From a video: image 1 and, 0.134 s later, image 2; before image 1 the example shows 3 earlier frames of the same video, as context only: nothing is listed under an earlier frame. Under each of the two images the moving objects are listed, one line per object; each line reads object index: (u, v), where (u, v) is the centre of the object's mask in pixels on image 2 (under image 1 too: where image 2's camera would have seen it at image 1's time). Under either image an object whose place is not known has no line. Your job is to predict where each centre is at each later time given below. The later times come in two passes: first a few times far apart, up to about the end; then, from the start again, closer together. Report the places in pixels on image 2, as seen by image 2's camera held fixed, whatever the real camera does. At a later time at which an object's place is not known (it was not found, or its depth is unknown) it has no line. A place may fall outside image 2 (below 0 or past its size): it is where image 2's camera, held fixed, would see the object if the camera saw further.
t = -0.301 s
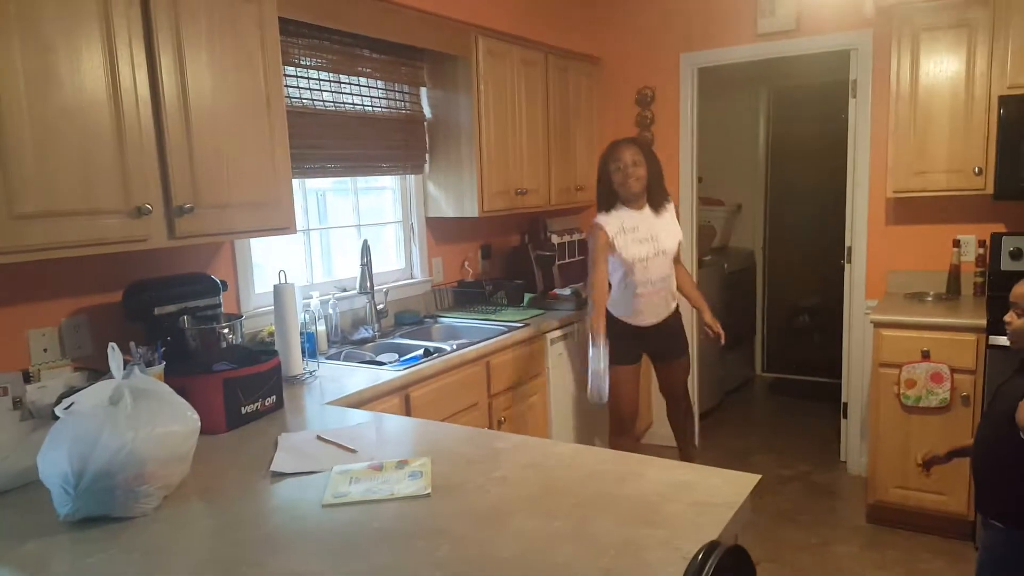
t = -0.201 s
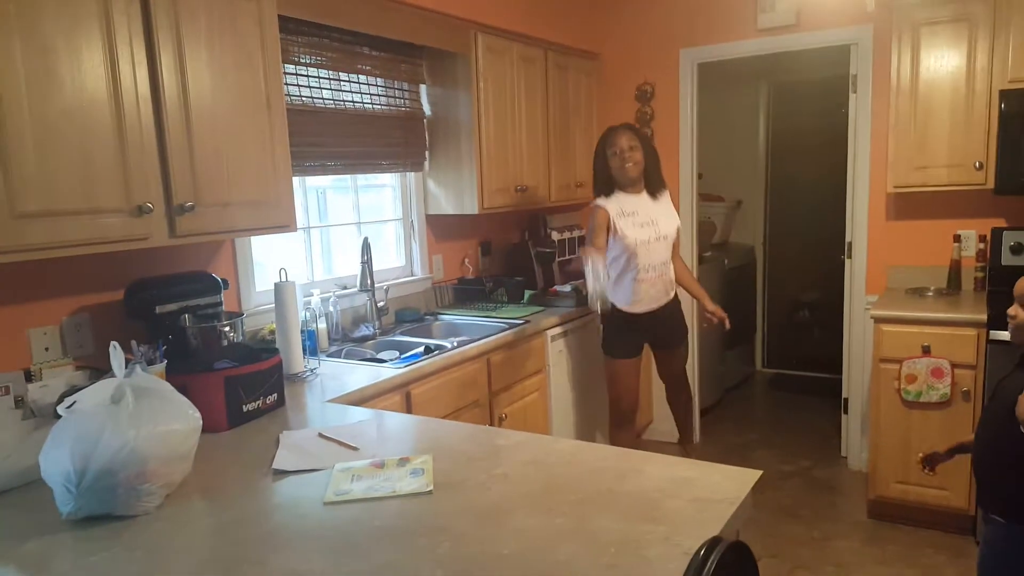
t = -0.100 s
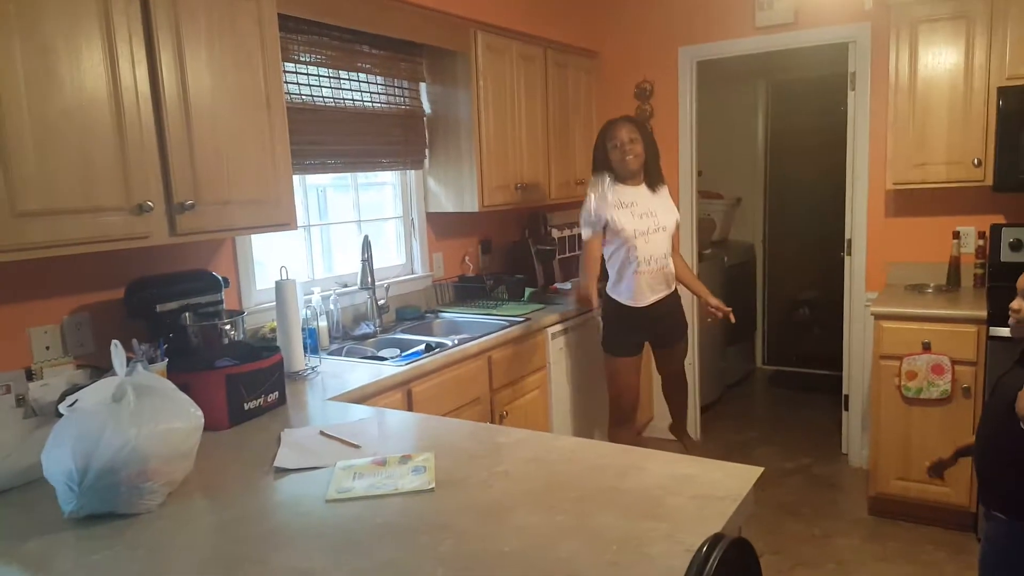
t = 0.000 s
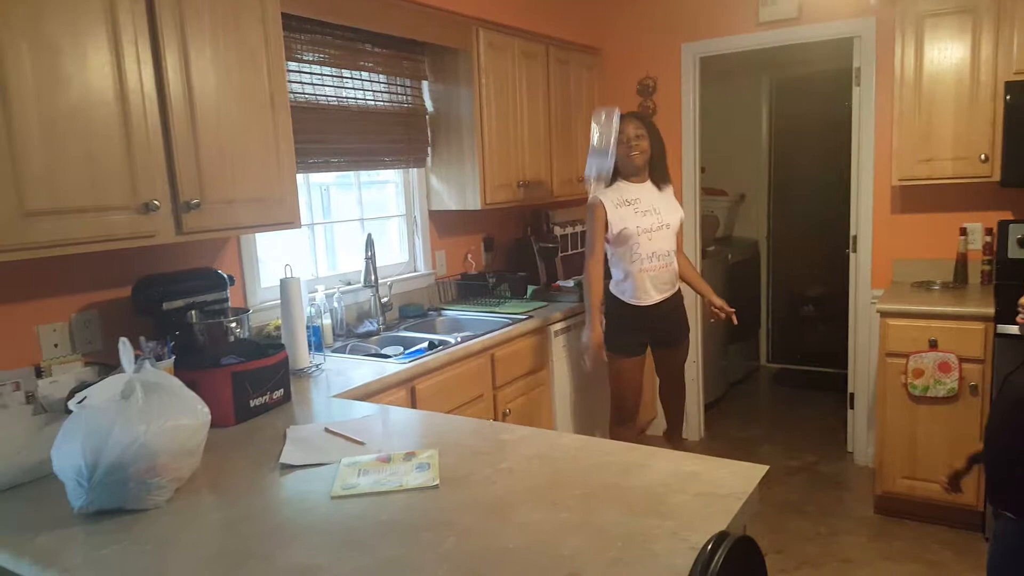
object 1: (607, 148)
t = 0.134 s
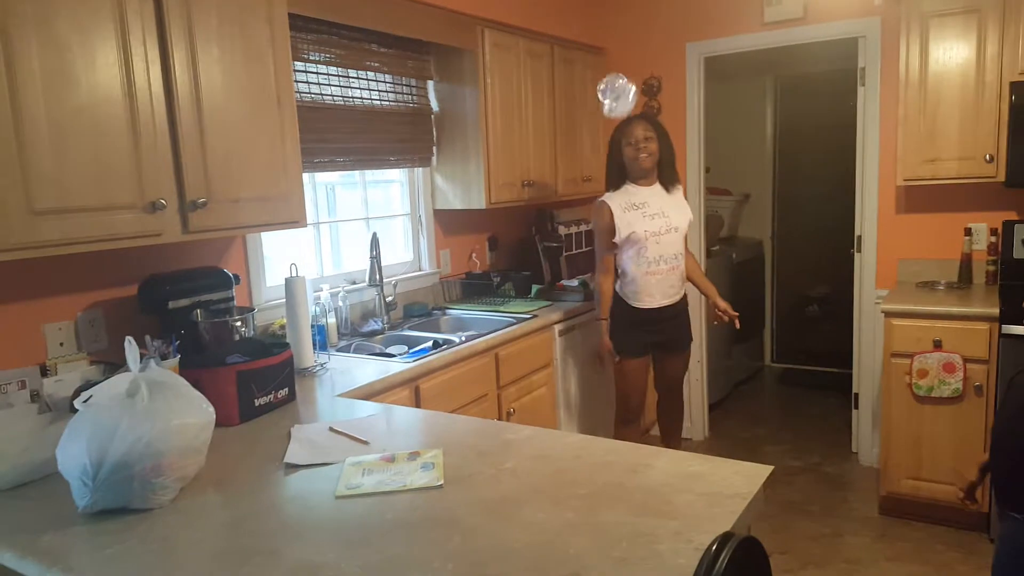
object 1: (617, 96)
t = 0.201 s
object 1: (622, 96)
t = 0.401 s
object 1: (633, 300)
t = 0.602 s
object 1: (646, 536)
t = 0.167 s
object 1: (620, 92)
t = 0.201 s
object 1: (622, 96)
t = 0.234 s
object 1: (625, 108)
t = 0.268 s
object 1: (626, 126)
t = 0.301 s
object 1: (628, 152)
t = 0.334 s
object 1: (628, 192)
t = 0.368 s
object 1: (632, 239)
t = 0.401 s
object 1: (633, 300)
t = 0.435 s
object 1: (637, 360)
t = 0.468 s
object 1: (642, 433)
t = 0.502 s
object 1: (644, 470)
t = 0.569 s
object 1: (648, 529)
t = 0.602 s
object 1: (646, 536)
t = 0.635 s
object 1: (643, 540)
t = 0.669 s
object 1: (641, 545)
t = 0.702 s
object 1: (636, 547)
